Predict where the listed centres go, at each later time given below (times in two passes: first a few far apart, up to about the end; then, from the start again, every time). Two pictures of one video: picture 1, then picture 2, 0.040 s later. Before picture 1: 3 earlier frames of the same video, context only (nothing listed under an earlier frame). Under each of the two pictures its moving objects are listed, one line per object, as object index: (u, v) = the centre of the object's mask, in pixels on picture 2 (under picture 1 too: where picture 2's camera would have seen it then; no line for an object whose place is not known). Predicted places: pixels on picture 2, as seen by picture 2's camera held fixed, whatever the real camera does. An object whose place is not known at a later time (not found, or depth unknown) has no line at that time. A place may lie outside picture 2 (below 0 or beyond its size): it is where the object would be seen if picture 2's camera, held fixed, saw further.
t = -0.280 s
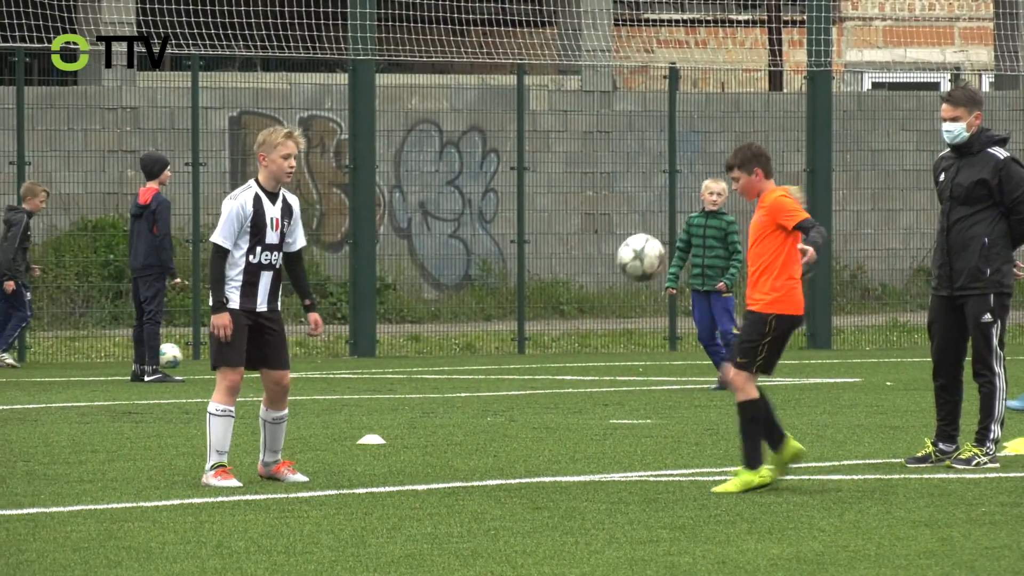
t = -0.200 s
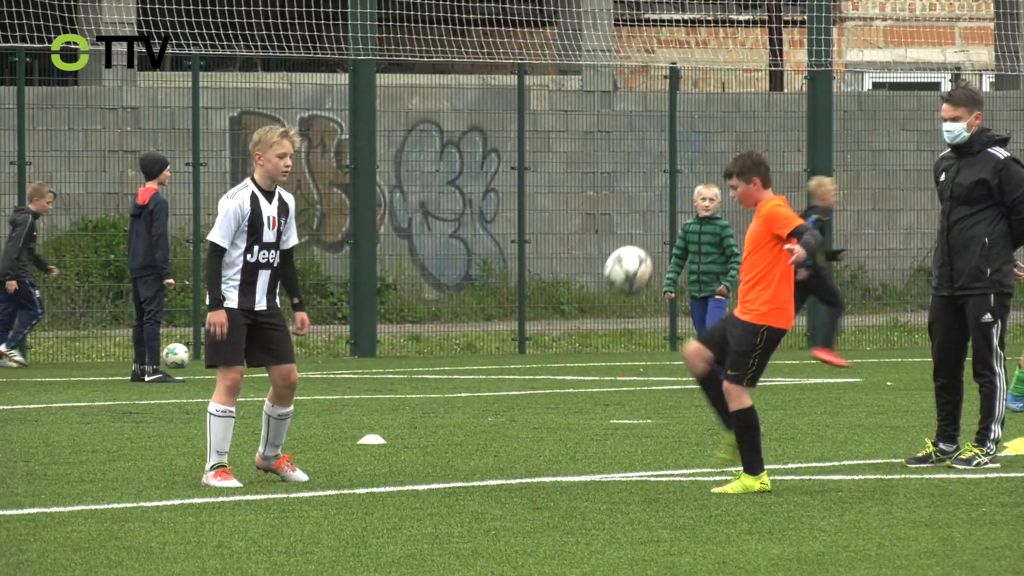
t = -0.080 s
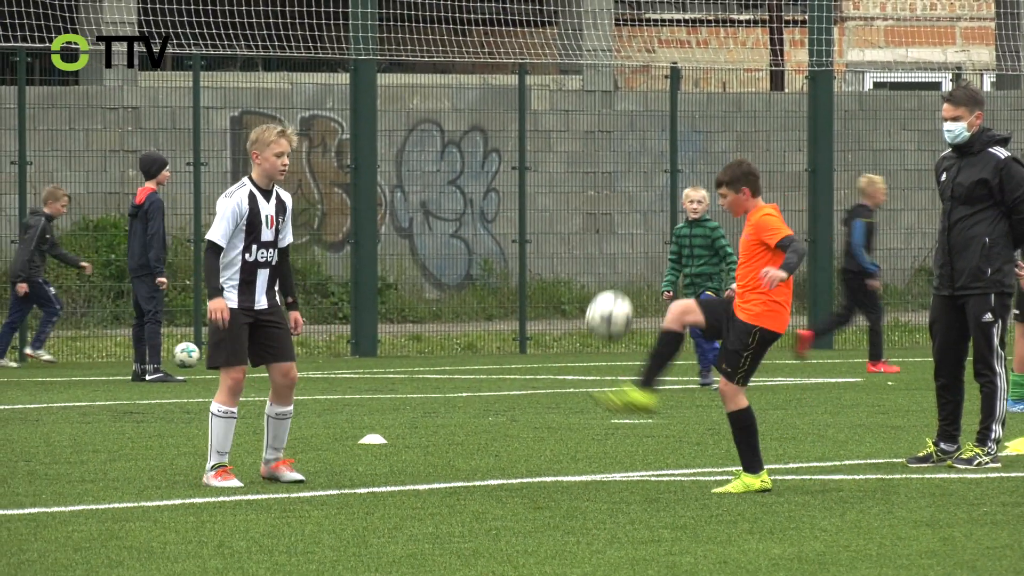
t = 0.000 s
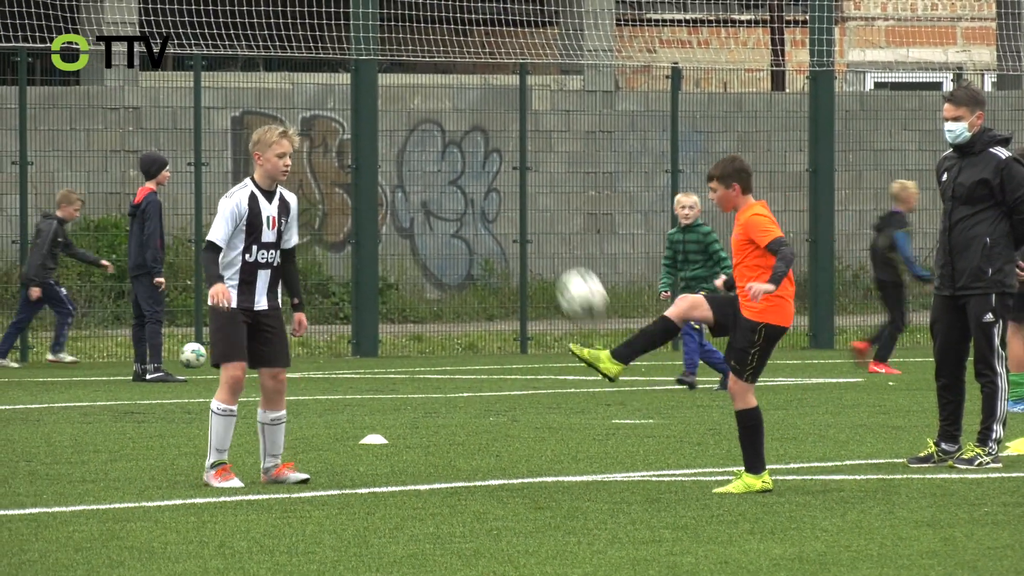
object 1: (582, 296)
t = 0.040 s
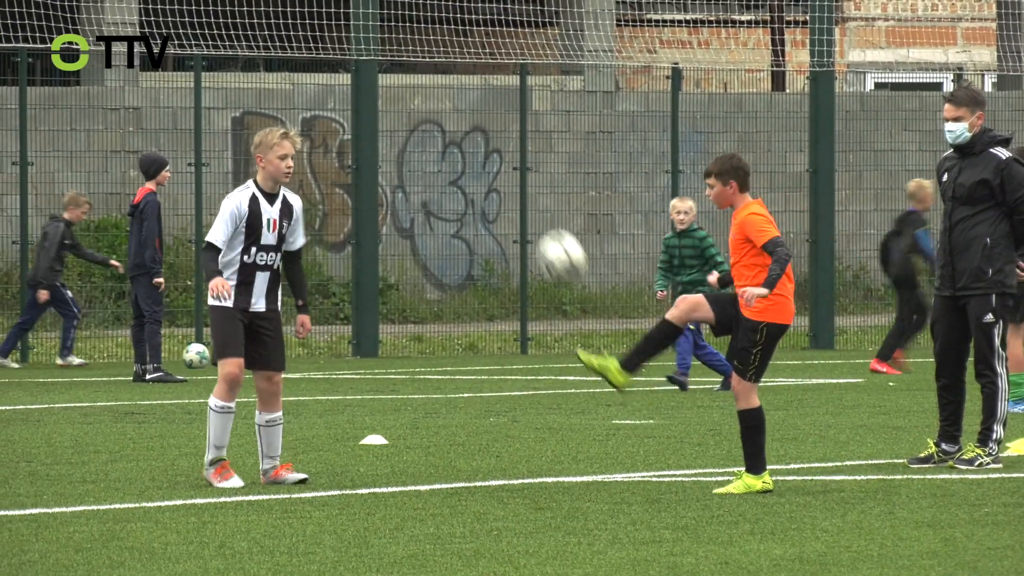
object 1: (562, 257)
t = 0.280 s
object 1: (441, 95)
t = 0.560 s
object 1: (301, 64)
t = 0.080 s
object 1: (542, 222)
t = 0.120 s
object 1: (521, 189)
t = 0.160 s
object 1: (501, 161)
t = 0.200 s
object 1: (482, 136)
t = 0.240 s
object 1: (462, 115)
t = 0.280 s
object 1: (441, 95)
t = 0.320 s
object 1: (422, 80)
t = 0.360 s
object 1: (400, 69)
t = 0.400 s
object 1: (381, 61)
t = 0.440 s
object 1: (361, 55)
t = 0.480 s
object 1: (341, 55)
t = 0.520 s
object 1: (321, 58)
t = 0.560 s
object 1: (301, 64)
